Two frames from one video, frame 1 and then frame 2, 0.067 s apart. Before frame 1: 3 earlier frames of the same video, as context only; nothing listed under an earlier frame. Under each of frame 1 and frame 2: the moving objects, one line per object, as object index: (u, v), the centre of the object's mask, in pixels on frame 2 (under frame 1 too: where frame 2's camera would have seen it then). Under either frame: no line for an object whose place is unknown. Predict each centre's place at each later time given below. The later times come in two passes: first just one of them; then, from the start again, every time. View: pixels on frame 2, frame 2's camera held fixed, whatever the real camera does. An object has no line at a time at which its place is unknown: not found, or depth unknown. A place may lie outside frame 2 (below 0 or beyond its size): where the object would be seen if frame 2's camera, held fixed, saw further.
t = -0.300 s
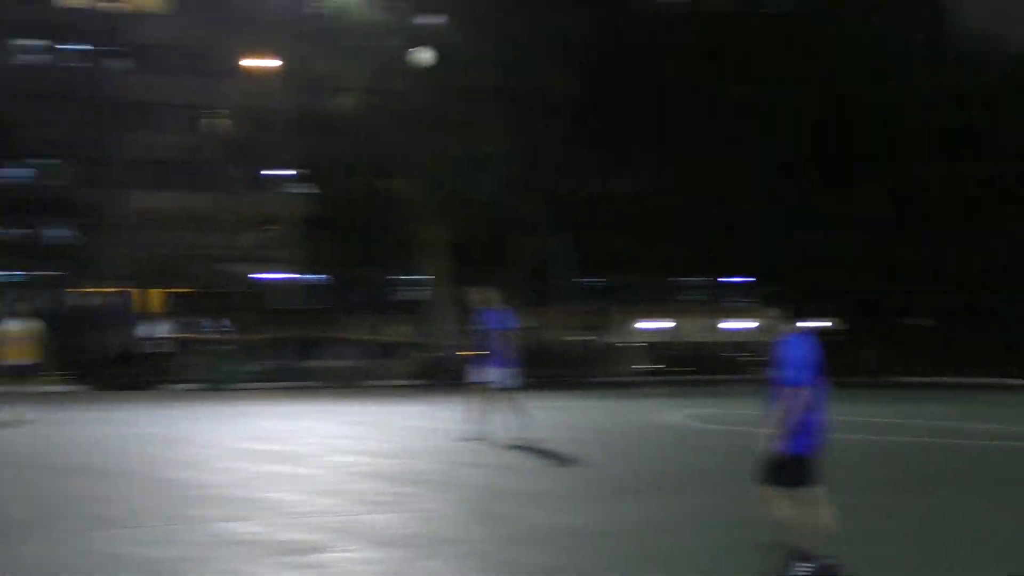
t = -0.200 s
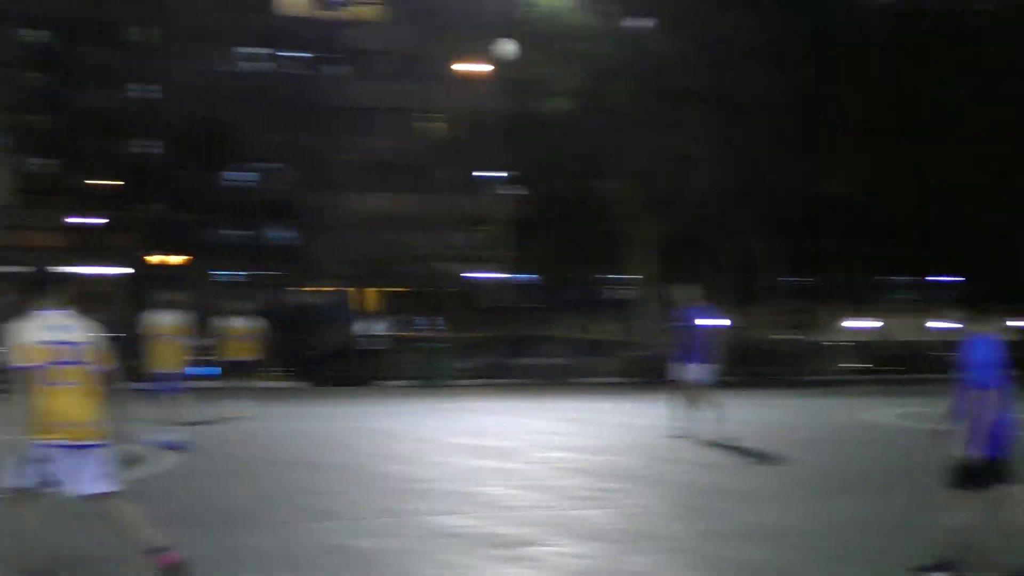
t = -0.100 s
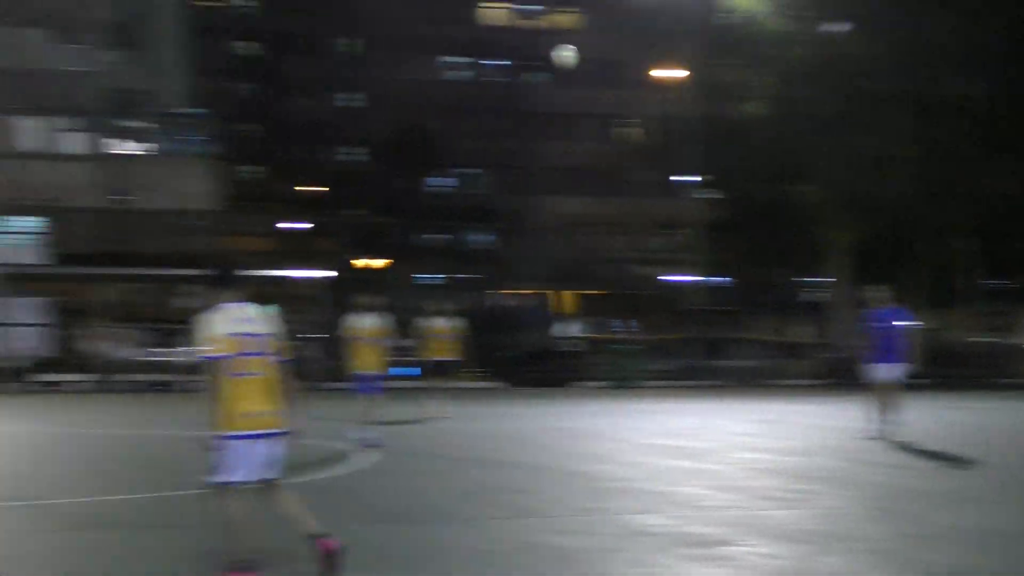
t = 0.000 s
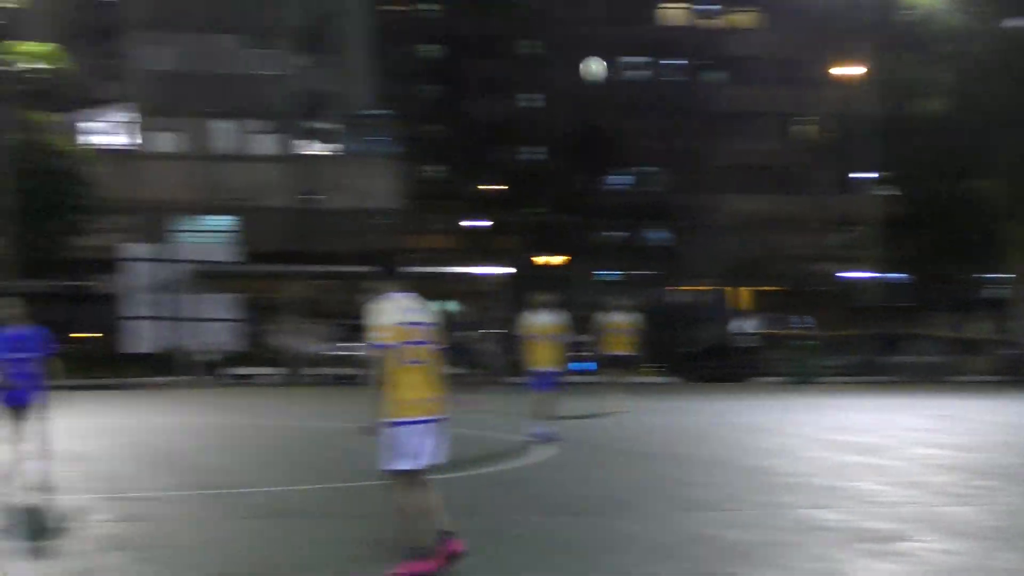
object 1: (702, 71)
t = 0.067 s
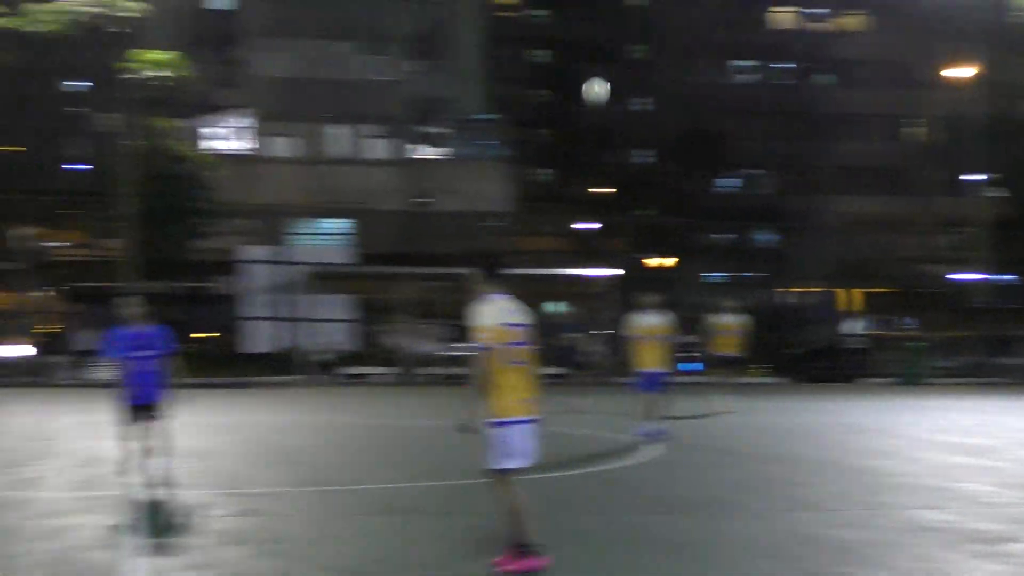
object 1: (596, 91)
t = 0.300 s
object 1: (150, 222)
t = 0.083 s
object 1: (568, 98)
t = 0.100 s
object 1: (540, 104)
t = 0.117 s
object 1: (511, 111)
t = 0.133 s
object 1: (482, 117)
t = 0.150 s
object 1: (452, 124)
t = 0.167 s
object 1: (422, 133)
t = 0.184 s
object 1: (392, 141)
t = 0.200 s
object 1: (358, 151)
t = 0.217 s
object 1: (326, 160)
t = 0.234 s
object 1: (293, 170)
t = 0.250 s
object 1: (260, 180)
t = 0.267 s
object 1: (224, 194)
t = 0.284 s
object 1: (187, 208)
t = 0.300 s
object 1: (150, 222)
